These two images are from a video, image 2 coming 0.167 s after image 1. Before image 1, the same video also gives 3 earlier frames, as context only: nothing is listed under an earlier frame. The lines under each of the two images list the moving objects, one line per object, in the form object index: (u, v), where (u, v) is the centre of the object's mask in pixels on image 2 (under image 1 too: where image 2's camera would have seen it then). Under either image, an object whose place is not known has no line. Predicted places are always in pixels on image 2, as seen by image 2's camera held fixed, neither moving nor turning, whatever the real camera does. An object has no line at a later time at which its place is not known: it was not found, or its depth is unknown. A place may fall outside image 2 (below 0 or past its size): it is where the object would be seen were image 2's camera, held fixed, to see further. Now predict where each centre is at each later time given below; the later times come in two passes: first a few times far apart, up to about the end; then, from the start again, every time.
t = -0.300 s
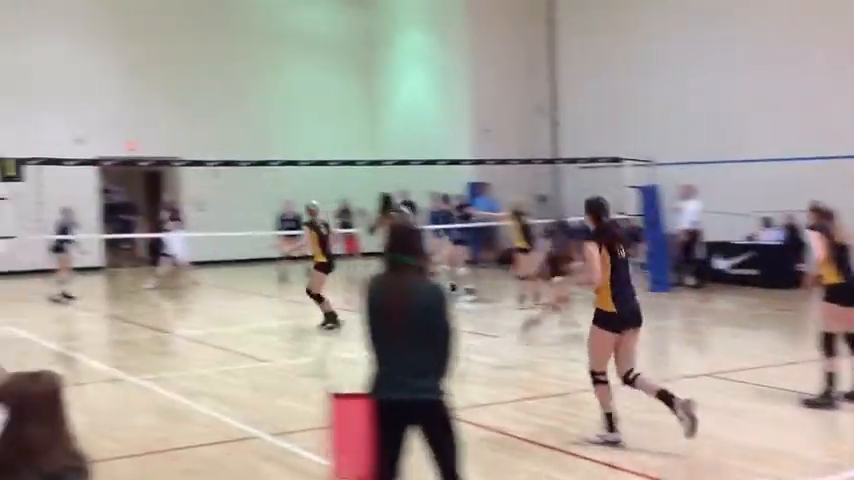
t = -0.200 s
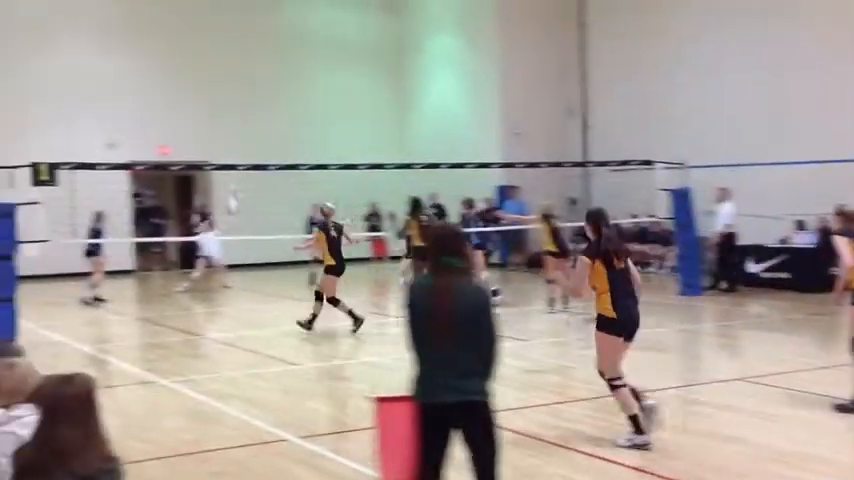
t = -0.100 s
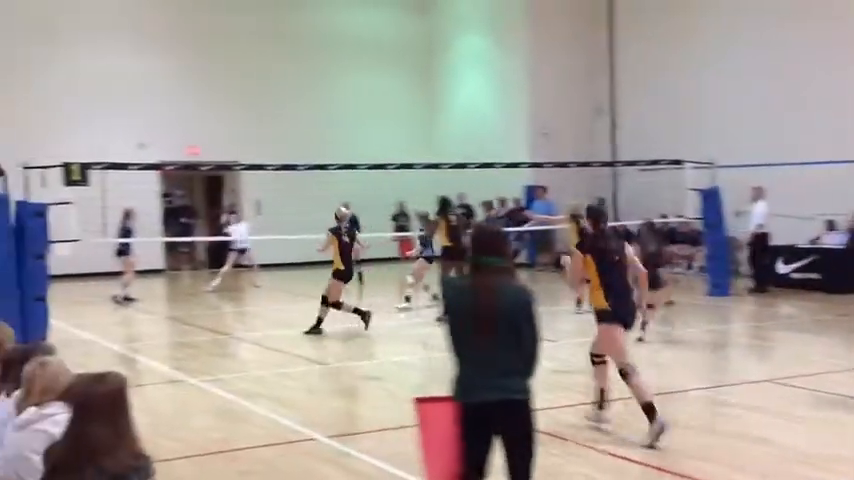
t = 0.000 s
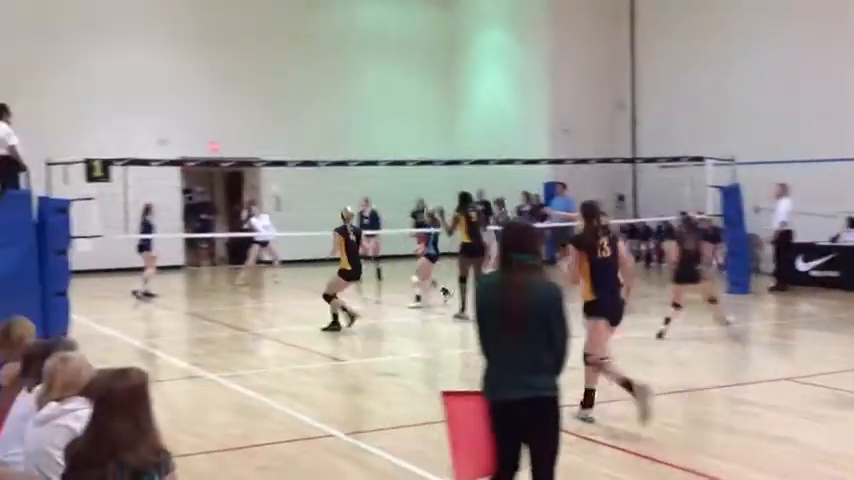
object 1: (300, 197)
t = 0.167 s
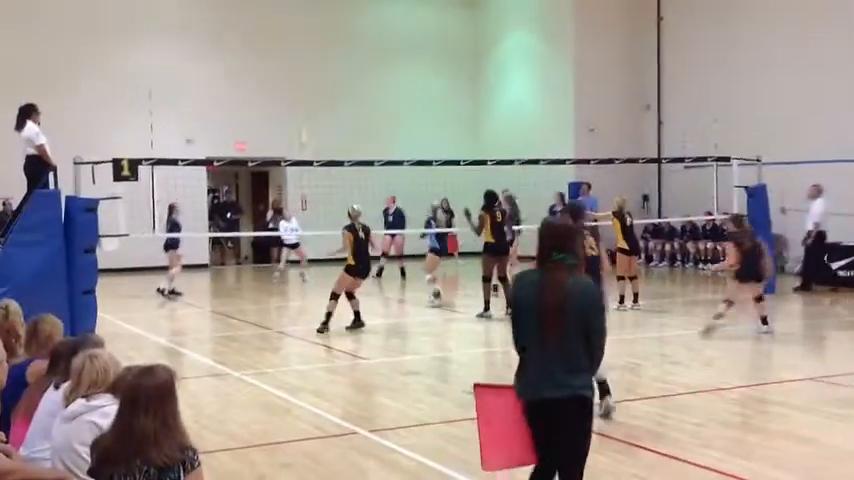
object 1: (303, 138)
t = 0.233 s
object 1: (307, 122)
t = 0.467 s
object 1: (319, 75)
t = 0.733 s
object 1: (332, 57)
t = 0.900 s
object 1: (345, 69)
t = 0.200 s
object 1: (304, 130)
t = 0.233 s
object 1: (307, 122)
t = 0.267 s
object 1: (304, 110)
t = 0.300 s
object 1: (310, 105)
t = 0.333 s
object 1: (311, 97)
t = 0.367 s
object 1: (312, 91)
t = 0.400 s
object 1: (316, 85)
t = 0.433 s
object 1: (317, 79)
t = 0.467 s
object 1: (319, 75)
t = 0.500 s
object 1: (318, 72)
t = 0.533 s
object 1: (322, 68)
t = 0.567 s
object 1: (325, 64)
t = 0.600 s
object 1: (328, 62)
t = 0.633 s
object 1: (329, 59)
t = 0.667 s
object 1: (330, 57)
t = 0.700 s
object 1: (331, 57)
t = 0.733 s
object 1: (332, 57)
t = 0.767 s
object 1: (339, 59)
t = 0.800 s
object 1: (339, 60)
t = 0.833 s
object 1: (342, 62)
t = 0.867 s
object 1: (344, 65)
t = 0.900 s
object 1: (345, 69)
